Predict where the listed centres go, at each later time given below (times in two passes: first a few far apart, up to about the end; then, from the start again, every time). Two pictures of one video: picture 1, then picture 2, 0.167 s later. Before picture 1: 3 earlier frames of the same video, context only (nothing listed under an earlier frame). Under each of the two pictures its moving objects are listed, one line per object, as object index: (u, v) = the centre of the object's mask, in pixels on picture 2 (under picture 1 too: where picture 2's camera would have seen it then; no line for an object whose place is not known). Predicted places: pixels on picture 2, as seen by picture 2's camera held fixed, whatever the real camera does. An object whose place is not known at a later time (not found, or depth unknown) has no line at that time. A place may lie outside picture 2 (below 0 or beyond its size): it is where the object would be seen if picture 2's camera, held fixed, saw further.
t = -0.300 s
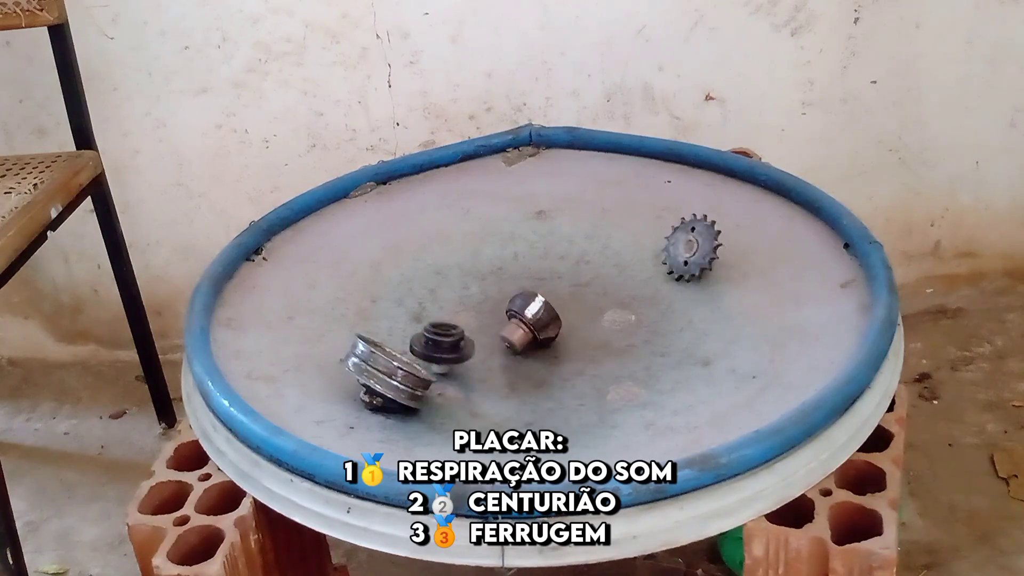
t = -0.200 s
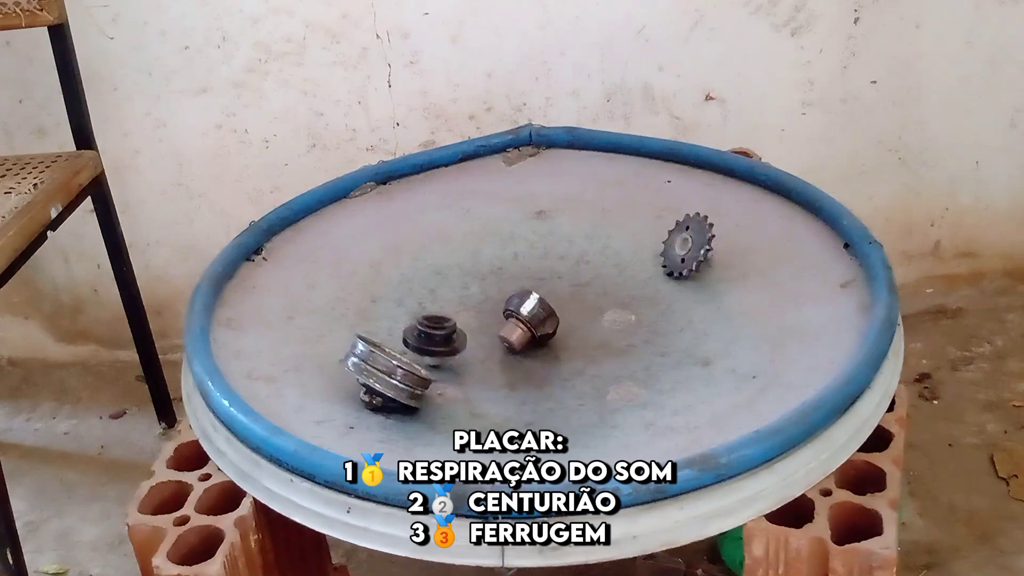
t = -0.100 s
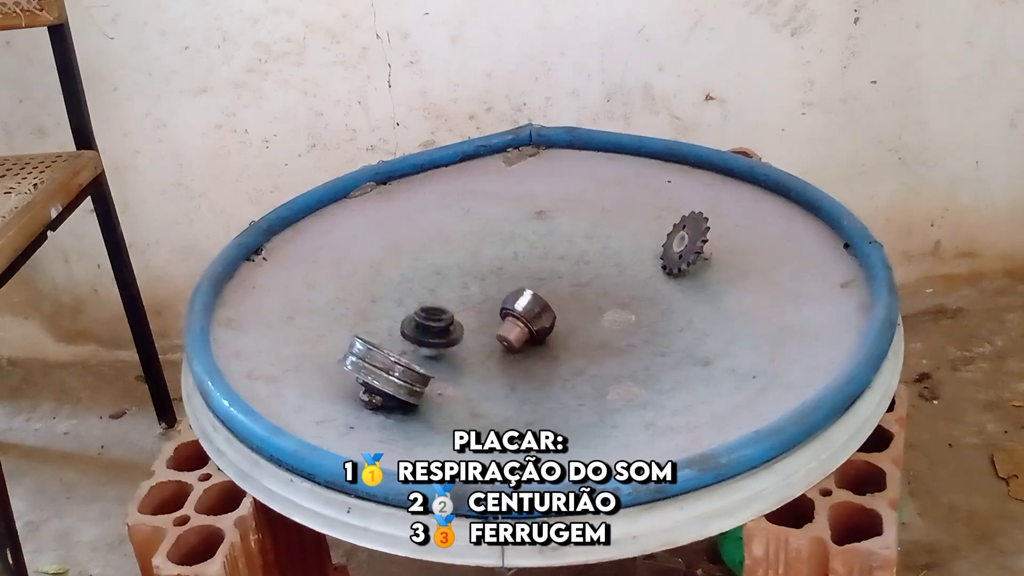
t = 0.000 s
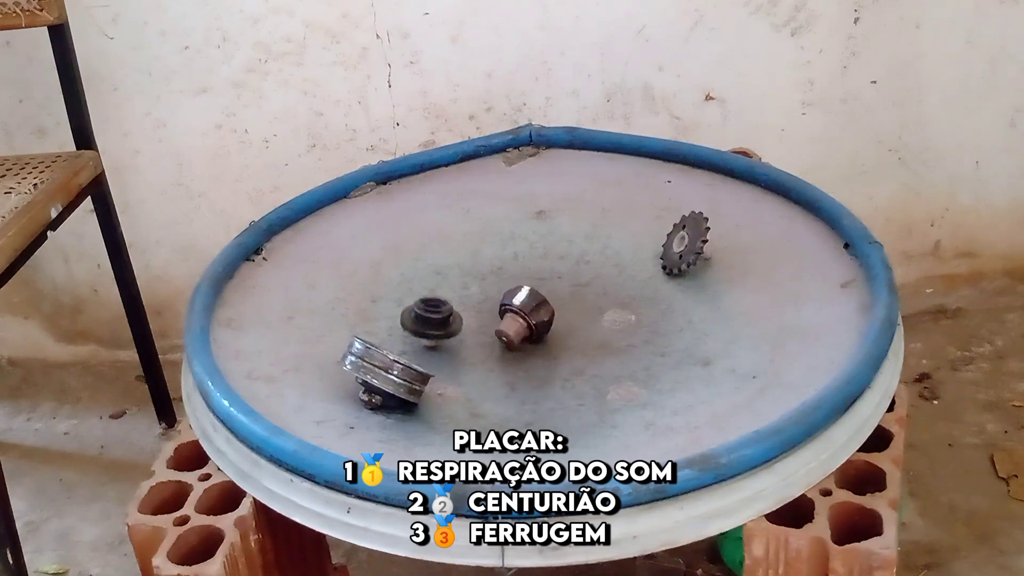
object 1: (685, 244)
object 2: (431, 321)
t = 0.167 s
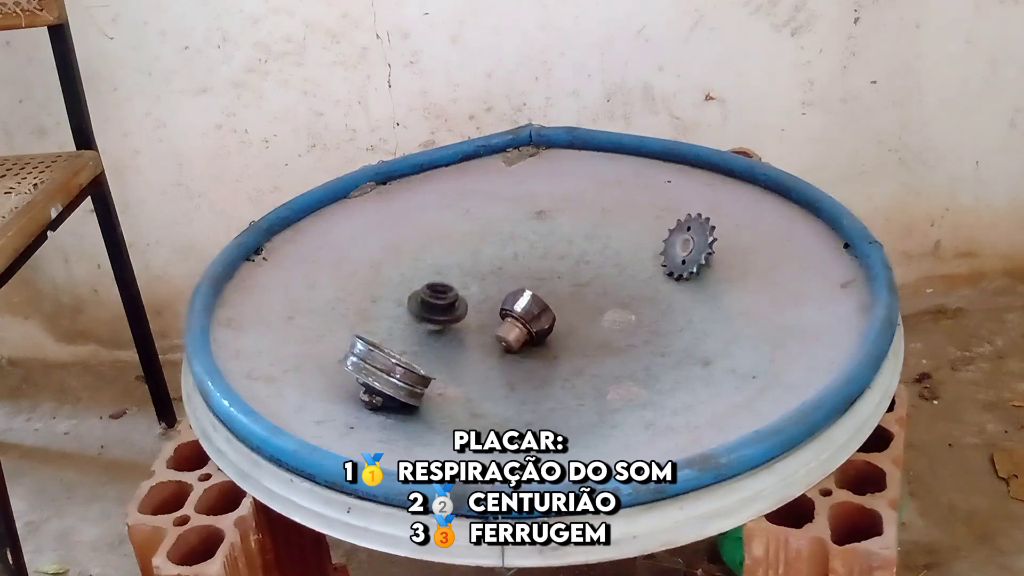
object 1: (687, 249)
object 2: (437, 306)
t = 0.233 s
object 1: (690, 250)
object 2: (441, 300)
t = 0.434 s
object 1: (687, 248)
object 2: (459, 282)
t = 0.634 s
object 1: (685, 245)
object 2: (485, 268)
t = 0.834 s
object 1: (685, 247)
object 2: (513, 256)
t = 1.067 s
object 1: (685, 246)
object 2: (550, 248)
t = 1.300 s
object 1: (684, 246)
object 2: (585, 245)
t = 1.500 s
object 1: (685, 246)
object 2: (613, 247)
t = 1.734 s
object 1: (686, 246)
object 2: (638, 257)
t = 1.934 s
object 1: (688, 242)
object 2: (651, 271)
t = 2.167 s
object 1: (685, 245)
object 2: (653, 293)
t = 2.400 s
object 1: (685, 246)
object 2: (637, 315)
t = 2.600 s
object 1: (685, 245)
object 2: (612, 333)
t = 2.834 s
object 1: (685, 245)
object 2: (568, 353)
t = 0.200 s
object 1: (689, 250)
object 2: (439, 303)
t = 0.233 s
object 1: (690, 250)
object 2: (441, 300)
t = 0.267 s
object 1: (690, 250)
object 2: (444, 296)
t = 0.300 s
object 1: (689, 250)
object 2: (447, 293)
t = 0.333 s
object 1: (689, 250)
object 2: (449, 290)
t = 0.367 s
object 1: (688, 249)
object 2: (452, 288)
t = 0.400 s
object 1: (687, 248)
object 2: (455, 285)
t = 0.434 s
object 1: (687, 248)
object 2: (459, 282)
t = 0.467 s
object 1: (686, 247)
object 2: (463, 280)
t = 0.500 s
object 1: (686, 247)
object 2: (467, 277)
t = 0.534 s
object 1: (686, 247)
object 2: (472, 274)
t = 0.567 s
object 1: (685, 246)
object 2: (476, 272)
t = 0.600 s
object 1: (685, 246)
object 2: (480, 270)
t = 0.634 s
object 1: (685, 245)
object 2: (485, 268)
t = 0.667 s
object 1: (685, 246)
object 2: (489, 266)
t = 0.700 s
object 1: (685, 247)
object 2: (494, 263)
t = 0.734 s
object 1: (685, 247)
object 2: (499, 261)
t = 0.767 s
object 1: (686, 247)
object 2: (503, 259)
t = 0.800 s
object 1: (686, 247)
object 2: (508, 258)
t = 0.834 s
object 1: (685, 247)
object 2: (513, 256)
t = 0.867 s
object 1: (685, 246)
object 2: (519, 254)
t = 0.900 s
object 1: (685, 245)
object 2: (524, 253)
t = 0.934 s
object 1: (685, 245)
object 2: (529, 252)
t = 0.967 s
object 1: (685, 246)
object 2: (534, 251)
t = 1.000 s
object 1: (685, 246)
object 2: (539, 249)
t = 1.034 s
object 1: (685, 246)
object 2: (544, 248)
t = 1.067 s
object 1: (685, 246)
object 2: (550, 248)
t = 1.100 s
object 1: (685, 245)
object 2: (554, 247)
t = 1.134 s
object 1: (685, 245)
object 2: (559, 246)
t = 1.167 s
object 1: (685, 246)
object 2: (564, 245)
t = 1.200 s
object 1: (685, 246)
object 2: (569, 245)
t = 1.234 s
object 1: (685, 246)
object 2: (575, 245)
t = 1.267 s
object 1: (685, 246)
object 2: (580, 244)
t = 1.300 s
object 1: (684, 246)
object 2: (585, 245)
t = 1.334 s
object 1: (685, 246)
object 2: (589, 245)
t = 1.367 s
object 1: (685, 246)
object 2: (594, 245)
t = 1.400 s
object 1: (685, 246)
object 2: (599, 245)
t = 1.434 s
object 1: (685, 246)
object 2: (604, 246)
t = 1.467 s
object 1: (685, 246)
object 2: (608, 246)
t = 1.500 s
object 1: (685, 246)
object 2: (613, 247)
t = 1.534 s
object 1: (685, 246)
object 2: (617, 248)
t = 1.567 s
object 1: (685, 246)
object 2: (621, 249)
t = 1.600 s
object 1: (684, 246)
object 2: (624, 251)
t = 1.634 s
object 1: (685, 246)
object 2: (628, 252)
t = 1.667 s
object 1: (685, 246)
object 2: (631, 254)
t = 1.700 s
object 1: (685, 246)
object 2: (635, 256)
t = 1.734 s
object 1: (686, 246)
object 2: (638, 257)
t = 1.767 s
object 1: (686, 246)
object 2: (641, 259)
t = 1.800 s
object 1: (687, 245)
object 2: (643, 261)
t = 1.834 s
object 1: (687, 244)
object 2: (646, 263)
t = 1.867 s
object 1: (688, 242)
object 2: (648, 266)
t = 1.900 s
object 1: (688, 242)
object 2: (649, 268)
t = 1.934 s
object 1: (688, 242)
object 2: (651, 271)
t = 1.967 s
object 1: (688, 241)
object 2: (652, 274)
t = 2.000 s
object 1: (688, 242)
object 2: (653, 277)
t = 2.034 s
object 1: (686, 243)
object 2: (654, 279)
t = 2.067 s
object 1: (687, 243)
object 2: (655, 282)
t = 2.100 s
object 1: (686, 244)
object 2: (654, 286)
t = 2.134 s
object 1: (686, 245)
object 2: (654, 289)
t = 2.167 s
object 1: (685, 245)
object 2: (653, 293)
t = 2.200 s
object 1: (685, 246)
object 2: (651, 296)
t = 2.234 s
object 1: (685, 246)
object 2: (650, 299)
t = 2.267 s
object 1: (685, 246)
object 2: (648, 302)
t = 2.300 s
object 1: (685, 246)
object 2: (645, 306)
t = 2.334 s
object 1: (684, 246)
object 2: (642, 309)
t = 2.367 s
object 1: (685, 246)
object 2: (640, 312)
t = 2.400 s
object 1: (685, 246)
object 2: (637, 315)
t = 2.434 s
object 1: (685, 246)
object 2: (634, 319)
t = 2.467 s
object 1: (685, 246)
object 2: (630, 321)
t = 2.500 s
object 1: (685, 246)
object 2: (626, 324)
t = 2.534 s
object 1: (685, 245)
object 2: (621, 327)
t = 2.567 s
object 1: (685, 245)
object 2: (617, 329)
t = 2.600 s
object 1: (685, 245)
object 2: (612, 333)
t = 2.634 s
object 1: (685, 245)
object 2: (609, 334)
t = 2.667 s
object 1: (685, 245)
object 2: (605, 336)
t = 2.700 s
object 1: (685, 245)
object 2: (599, 339)
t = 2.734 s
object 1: (685, 245)
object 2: (592, 343)
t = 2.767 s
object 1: (685, 245)
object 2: (584, 347)
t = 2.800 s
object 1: (685, 245)
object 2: (575, 350)
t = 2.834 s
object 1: (685, 245)
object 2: (568, 353)
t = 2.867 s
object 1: (685, 245)
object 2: (560, 357)
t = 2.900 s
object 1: (685, 245)
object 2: (552, 360)
